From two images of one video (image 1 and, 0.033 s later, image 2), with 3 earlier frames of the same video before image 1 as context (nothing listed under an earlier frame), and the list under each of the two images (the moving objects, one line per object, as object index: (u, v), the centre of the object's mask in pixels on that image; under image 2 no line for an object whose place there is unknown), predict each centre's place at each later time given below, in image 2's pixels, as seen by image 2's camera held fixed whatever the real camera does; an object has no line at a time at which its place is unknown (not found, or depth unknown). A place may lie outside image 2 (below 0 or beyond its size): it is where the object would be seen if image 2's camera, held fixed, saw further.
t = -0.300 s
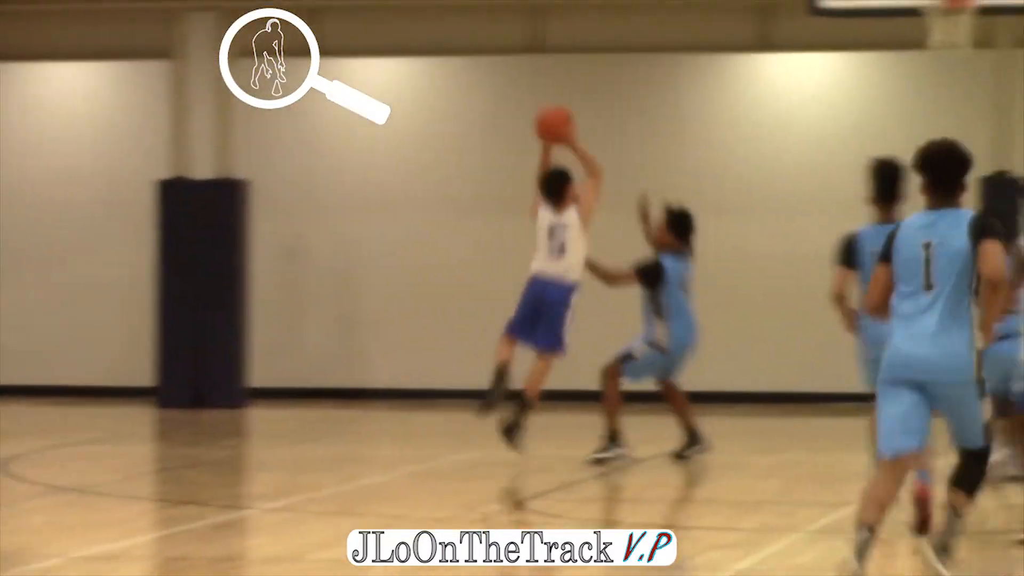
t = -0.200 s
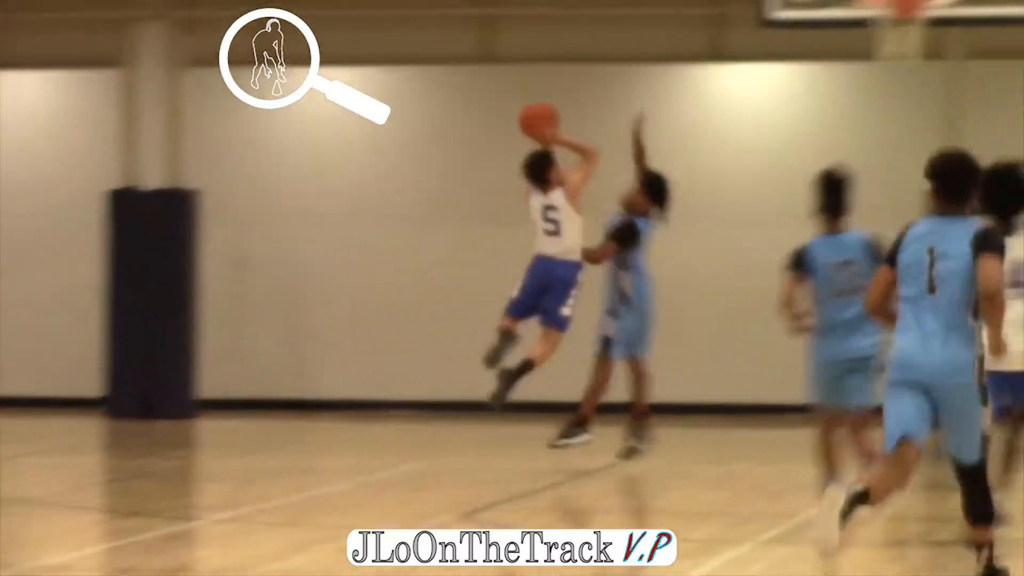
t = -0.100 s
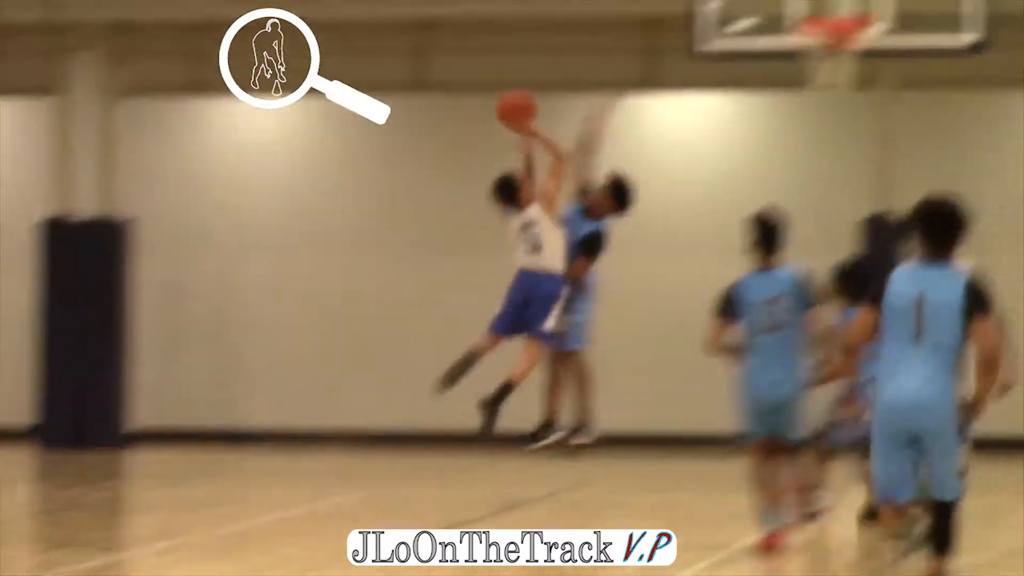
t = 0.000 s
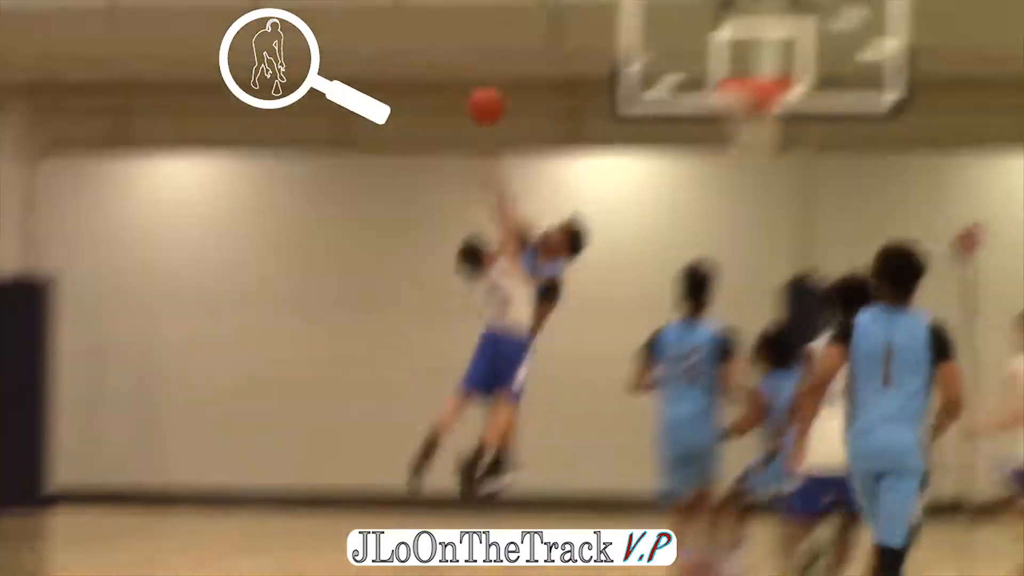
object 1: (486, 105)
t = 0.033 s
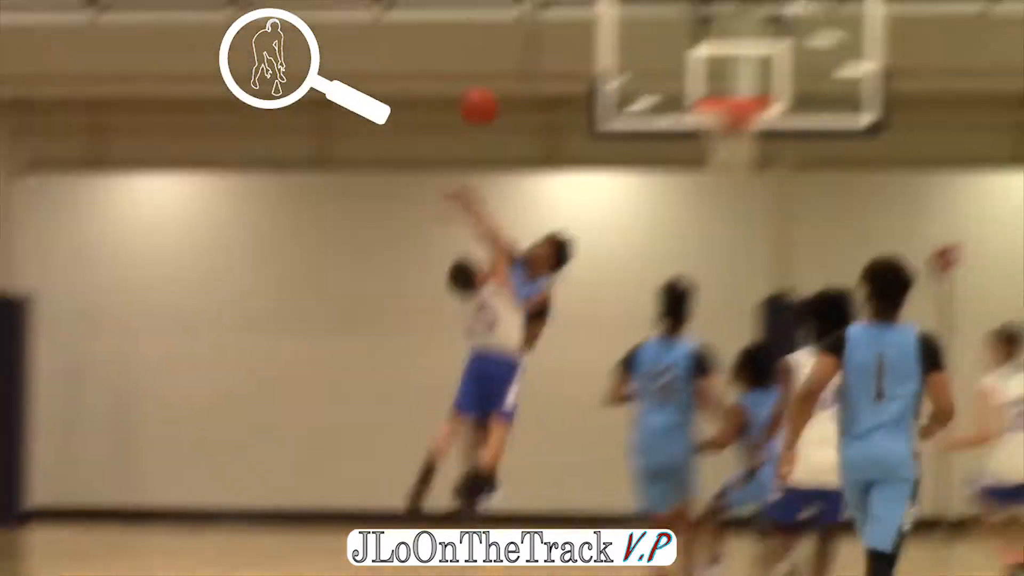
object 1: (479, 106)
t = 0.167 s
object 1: (539, 51)
